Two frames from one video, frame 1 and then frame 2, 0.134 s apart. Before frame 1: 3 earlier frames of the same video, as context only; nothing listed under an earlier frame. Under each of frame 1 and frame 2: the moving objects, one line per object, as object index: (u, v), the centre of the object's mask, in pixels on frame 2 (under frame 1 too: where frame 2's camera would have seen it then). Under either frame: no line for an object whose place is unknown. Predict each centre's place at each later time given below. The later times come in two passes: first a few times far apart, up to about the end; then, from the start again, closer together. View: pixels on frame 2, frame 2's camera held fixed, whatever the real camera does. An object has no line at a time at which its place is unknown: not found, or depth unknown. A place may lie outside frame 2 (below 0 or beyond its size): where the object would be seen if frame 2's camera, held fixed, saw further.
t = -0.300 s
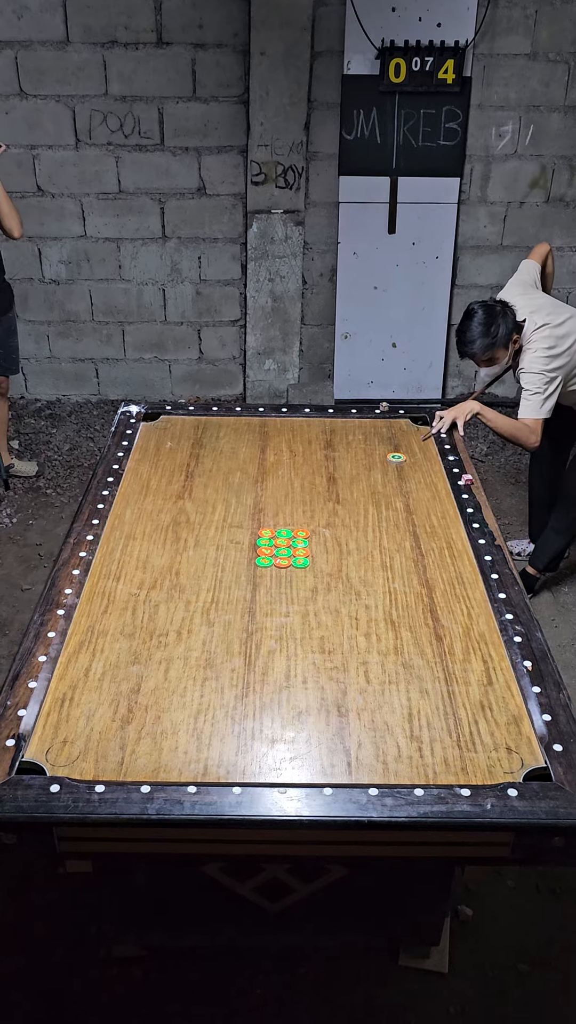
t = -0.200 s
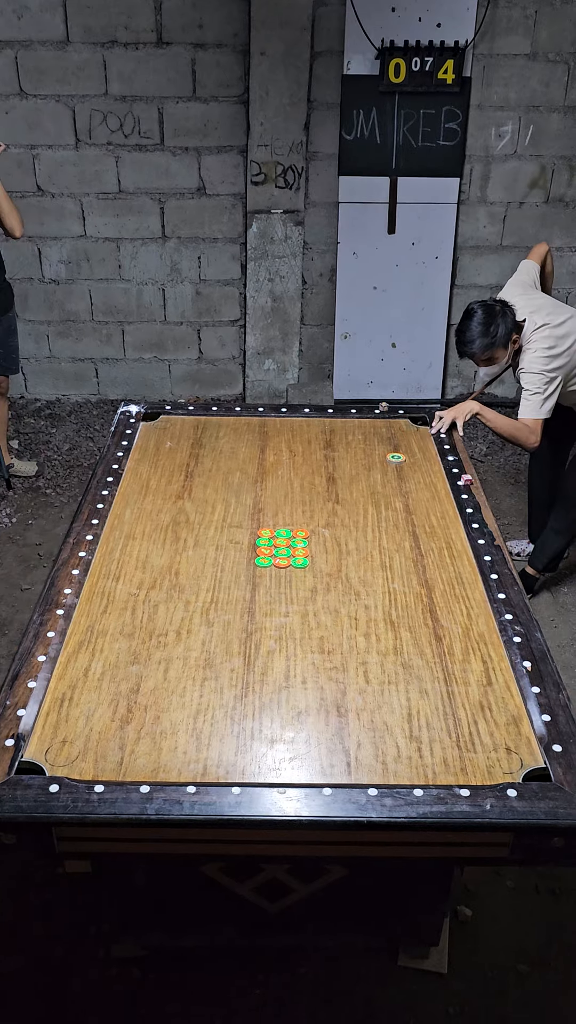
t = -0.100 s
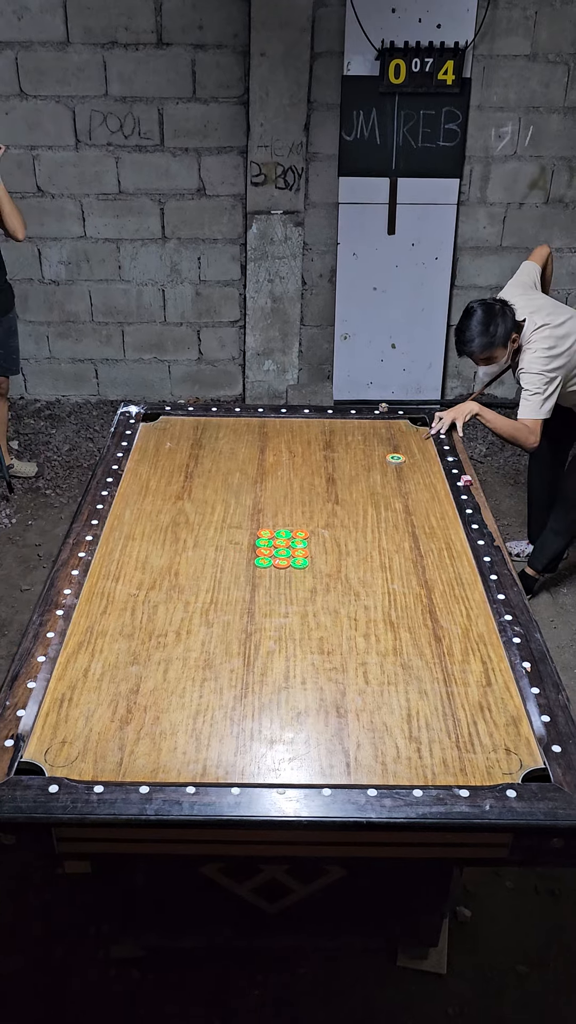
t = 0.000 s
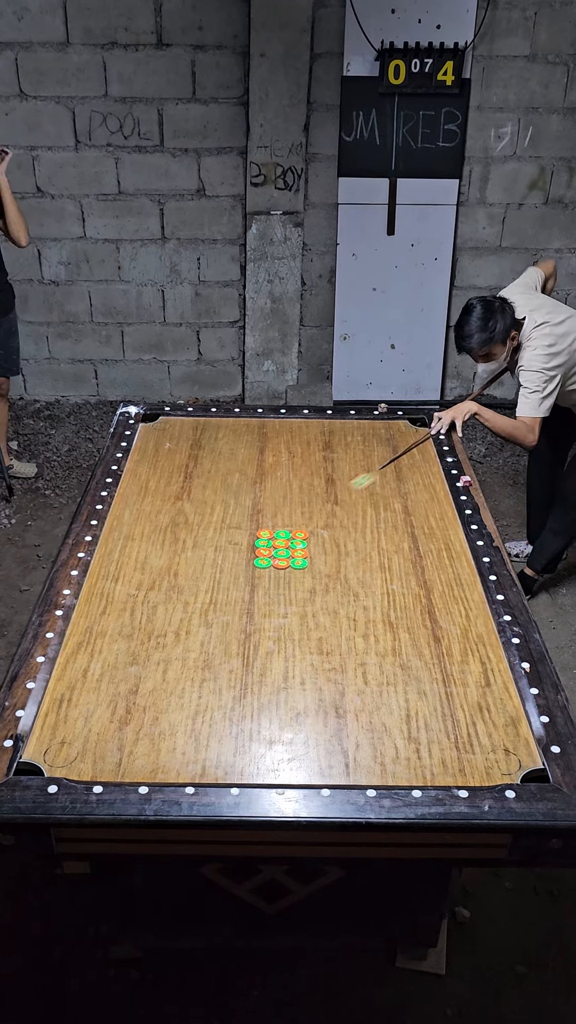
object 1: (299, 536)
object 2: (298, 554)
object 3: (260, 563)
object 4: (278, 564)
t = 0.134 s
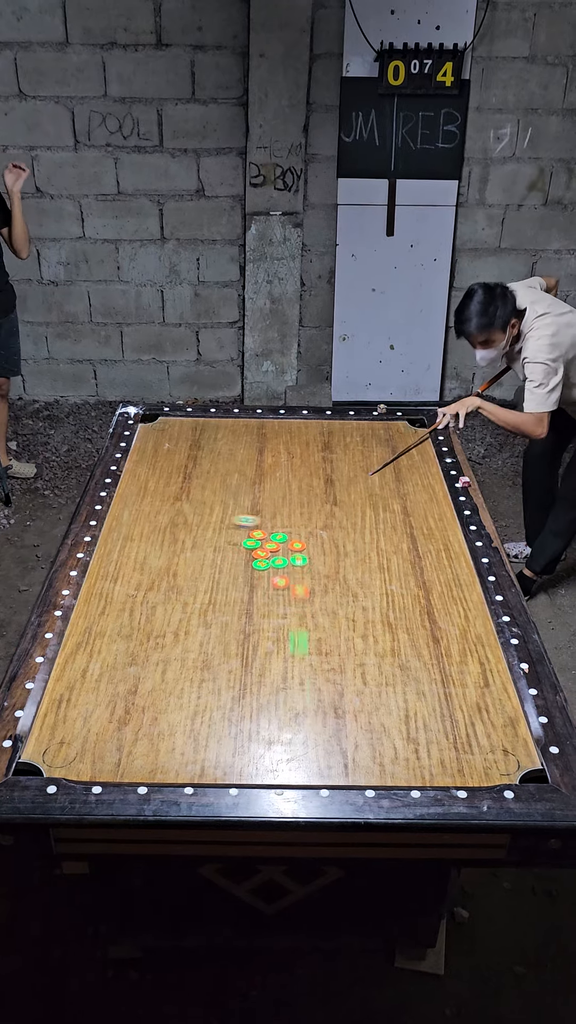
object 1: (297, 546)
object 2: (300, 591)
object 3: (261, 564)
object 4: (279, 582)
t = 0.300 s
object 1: (294, 568)
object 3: (251, 573)
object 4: (280, 640)
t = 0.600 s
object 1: (262, 565)
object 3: (250, 574)
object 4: (314, 736)
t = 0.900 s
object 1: (261, 564)
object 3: (250, 575)
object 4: (409, 774)
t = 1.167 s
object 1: (264, 565)
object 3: (250, 574)
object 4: (444, 756)
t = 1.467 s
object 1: (286, 569)
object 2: (166, 468)
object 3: (250, 575)
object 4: (452, 752)
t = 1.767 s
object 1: (286, 569)
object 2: (139, 454)
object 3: (250, 575)
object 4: (452, 752)
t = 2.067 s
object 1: (286, 569)
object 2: (144, 450)
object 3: (250, 574)
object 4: (452, 752)
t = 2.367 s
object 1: (286, 569)
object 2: (144, 450)
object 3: (250, 575)
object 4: (452, 752)
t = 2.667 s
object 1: (286, 569)
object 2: (145, 451)
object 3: (250, 575)
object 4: (452, 751)
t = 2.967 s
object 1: (286, 569)
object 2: (144, 450)
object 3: (250, 574)
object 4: (452, 751)
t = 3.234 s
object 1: (286, 569)
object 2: (144, 450)
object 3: (250, 575)
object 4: (452, 752)
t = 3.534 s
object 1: (287, 569)
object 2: (144, 450)
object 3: (250, 575)
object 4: (452, 751)
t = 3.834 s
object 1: (286, 569)
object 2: (144, 450)
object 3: (250, 575)
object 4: (452, 751)
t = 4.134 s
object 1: (286, 569)
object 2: (144, 450)
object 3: (250, 575)
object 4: (452, 751)
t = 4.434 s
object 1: (286, 569)
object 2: (144, 450)
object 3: (250, 575)
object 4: (452, 752)
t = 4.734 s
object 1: (286, 569)
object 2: (144, 450)
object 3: (250, 575)
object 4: (452, 752)
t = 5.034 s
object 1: (286, 569)
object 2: (144, 450)
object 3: (250, 575)
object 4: (452, 751)
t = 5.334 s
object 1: (286, 569)
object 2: (144, 450)
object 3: (250, 575)
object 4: (452, 752)
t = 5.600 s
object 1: (286, 569)
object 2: (144, 450)
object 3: (250, 575)
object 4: (452, 752)
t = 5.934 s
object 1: (287, 569)
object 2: (144, 450)
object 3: (250, 575)
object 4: (452, 751)
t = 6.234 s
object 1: (287, 569)
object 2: (144, 450)
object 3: (250, 575)
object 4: (452, 752)
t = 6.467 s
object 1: (286, 569)
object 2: (144, 450)
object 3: (250, 575)
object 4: (452, 752)
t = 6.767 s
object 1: (286, 569)
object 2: (144, 450)
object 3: (250, 575)
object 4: (452, 752)
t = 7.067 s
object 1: (286, 569)
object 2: (144, 450)
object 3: (250, 575)
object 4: (452, 752)
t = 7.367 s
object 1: (286, 569)
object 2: (144, 450)
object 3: (250, 575)
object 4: (452, 752)
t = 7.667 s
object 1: (286, 569)
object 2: (145, 450)
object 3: (250, 575)
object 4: (452, 752)
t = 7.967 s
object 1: (287, 569)
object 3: (250, 575)
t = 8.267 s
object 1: (286, 569)
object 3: (250, 575)
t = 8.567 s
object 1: (286, 569)
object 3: (250, 575)
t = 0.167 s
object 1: (297, 551)
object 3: (259, 566)
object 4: (279, 593)
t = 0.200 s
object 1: (296, 555)
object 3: (256, 568)
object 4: (280, 605)
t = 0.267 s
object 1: (294, 564)
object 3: (253, 572)
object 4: (280, 628)
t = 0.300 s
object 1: (294, 568)
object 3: (251, 573)
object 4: (280, 640)
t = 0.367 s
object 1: (292, 576)
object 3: (250, 574)
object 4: (281, 664)
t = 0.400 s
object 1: (290, 579)
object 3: (250, 574)
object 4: (281, 675)
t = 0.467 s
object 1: (279, 574)
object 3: (250, 574)
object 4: (282, 701)
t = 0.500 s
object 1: (274, 571)
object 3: (250, 574)
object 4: (283, 715)
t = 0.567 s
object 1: (266, 567)
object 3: (249, 574)
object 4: (302, 731)
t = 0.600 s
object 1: (262, 565)
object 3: (250, 574)
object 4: (314, 736)
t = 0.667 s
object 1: (260, 564)
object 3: (250, 574)
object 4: (338, 749)
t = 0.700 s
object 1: (260, 564)
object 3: (250, 575)
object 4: (351, 755)
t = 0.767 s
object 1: (261, 564)
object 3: (250, 574)
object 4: (374, 768)
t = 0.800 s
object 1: (260, 564)
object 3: (250, 574)
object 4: (385, 773)
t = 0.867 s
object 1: (261, 564)
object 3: (250, 575)
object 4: (403, 776)
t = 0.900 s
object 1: (261, 564)
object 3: (250, 575)
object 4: (409, 774)
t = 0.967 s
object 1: (261, 564)
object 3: (250, 574)
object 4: (421, 768)
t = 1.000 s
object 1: (261, 564)
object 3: (250, 575)
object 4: (425, 766)
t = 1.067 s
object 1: (261, 564)
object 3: (250, 575)
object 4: (434, 761)
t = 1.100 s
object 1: (261, 564)
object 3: (250, 575)
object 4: (438, 759)
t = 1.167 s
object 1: (264, 565)
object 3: (250, 574)
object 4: (444, 756)
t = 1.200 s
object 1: (267, 566)
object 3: (250, 574)
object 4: (447, 754)
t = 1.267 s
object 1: (275, 567)
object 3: (250, 574)
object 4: (450, 753)
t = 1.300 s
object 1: (278, 567)
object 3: (250, 574)
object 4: (451, 752)
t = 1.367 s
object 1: (282, 568)
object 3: (250, 575)
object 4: (451, 752)
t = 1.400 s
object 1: (284, 569)
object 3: (250, 575)
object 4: (451, 752)
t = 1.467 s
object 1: (286, 569)
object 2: (166, 468)
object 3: (250, 575)
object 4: (452, 752)
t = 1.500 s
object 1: (286, 569)
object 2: (162, 466)
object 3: (250, 575)
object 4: (452, 752)
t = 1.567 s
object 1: (286, 569)
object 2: (155, 463)
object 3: (250, 574)
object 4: (452, 752)
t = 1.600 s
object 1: (286, 569)
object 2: (151, 461)
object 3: (250, 574)
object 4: (452, 752)
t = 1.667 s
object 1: (286, 569)
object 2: (146, 458)
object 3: (250, 574)
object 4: (452, 751)
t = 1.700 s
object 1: (286, 569)
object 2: (143, 457)
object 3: (250, 575)
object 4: (452, 751)
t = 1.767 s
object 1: (286, 569)
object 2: (139, 454)
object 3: (250, 575)
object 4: (452, 752)
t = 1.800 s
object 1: (286, 569)
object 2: (137, 453)
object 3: (250, 575)
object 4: (452, 751)
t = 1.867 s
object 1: (287, 569)
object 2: (140, 452)
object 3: (250, 575)
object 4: (452, 752)
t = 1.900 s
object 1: (287, 569)
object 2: (141, 451)
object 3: (250, 575)
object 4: (452, 752)
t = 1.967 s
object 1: (286, 569)
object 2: (143, 451)
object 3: (250, 575)
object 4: (452, 752)
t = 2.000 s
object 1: (286, 569)
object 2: (144, 450)
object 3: (250, 575)
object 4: (452, 752)
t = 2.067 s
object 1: (286, 569)
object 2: (144, 450)
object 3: (250, 574)
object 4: (452, 752)
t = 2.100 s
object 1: (286, 569)
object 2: (144, 450)
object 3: (250, 575)
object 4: (452, 752)
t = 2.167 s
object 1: (286, 569)
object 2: (144, 450)
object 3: (250, 574)
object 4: (452, 752)
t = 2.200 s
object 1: (286, 569)
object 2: (144, 450)
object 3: (250, 574)
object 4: (452, 752)
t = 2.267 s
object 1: (286, 569)
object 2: (144, 450)
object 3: (250, 575)
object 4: (452, 752)
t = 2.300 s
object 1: (286, 569)
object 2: (144, 450)
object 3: (250, 575)
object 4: (452, 752)
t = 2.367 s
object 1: (286, 569)
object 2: (144, 450)
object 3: (250, 575)
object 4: (452, 752)
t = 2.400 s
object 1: (286, 569)
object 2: (145, 450)
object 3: (250, 575)
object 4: (452, 751)
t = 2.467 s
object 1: (286, 569)
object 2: (144, 450)
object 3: (250, 575)
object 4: (452, 752)
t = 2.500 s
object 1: (286, 569)
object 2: (144, 450)
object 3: (250, 574)
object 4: (452, 751)
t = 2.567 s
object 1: (286, 569)
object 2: (145, 450)
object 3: (250, 575)
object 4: (452, 751)
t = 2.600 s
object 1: (286, 569)
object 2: (145, 450)
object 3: (250, 575)
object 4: (452, 751)
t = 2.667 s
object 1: (286, 569)
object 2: (145, 451)
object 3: (250, 575)
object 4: (452, 751)
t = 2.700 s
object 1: (286, 569)
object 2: (144, 451)
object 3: (250, 574)
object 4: (452, 751)
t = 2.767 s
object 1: (286, 569)
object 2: (145, 450)
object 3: (250, 574)
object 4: (452, 752)
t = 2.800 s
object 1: (286, 569)
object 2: (144, 450)
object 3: (250, 574)
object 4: (452, 752)
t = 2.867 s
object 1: (286, 569)
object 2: (144, 450)
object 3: (250, 575)
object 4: (452, 752)
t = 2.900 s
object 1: (286, 569)
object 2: (144, 450)
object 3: (250, 575)
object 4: (452, 752)
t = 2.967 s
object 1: (286, 569)
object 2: (144, 450)
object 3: (250, 574)
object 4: (452, 751)
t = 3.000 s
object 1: (286, 569)
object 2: (144, 450)
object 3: (250, 574)
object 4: (452, 751)
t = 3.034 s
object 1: (286, 569)
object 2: (144, 450)
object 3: (250, 574)
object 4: (452, 751)
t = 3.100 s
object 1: (286, 569)
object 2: (144, 450)
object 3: (250, 575)
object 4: (452, 751)
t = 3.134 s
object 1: (286, 569)
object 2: (144, 450)
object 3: (250, 575)
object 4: (452, 751)
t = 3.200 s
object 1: (286, 569)
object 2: (144, 450)
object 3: (250, 574)
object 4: (452, 752)
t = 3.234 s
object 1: (286, 569)
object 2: (144, 450)
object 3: (250, 575)
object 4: (452, 752)
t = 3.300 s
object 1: (286, 569)
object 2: (144, 450)
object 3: (250, 575)
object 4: (452, 751)
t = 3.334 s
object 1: (286, 569)
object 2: (144, 450)
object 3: (250, 575)
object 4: (452, 751)
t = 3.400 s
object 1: (286, 569)
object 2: (144, 450)
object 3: (250, 574)
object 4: (452, 751)
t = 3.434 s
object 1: (287, 569)
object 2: (144, 450)
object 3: (250, 575)
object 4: (452, 751)
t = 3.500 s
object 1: (286, 569)
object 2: (144, 450)
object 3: (250, 575)
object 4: (452, 751)
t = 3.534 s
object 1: (287, 569)
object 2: (144, 450)
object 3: (250, 575)
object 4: (452, 751)
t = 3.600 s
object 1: (286, 569)
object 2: (144, 450)
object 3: (250, 575)
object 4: (452, 751)
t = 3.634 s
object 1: (286, 569)
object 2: (144, 450)
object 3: (250, 575)
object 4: (452, 751)
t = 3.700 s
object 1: (286, 569)
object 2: (144, 450)
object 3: (250, 575)
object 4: (452, 751)
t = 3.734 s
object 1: (286, 569)
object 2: (144, 450)
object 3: (250, 575)
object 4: (452, 751)
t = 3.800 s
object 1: (286, 569)
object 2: (144, 450)
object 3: (250, 574)
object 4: (452, 751)
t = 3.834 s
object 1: (286, 569)
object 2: (144, 450)
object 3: (250, 575)
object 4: (452, 751)
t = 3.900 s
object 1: (286, 569)
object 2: (144, 450)
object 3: (250, 575)
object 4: (452, 751)
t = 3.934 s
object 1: (286, 569)
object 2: (144, 450)
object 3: (250, 575)
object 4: (452, 751)
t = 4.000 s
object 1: (286, 569)
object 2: (144, 450)
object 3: (250, 575)
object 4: (452, 751)
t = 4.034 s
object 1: (286, 569)
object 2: (144, 450)
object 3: (250, 575)
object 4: (452, 751)
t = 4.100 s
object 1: (286, 569)
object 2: (144, 450)
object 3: (250, 575)
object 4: (452, 751)
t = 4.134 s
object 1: (286, 569)
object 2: (144, 450)
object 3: (250, 575)
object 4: (452, 751)
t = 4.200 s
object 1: (286, 569)
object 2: (144, 450)
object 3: (250, 575)
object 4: (452, 752)
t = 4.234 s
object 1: (286, 569)
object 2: (144, 450)
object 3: (250, 575)
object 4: (452, 752)
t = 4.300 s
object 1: (286, 569)
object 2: (144, 450)
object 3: (250, 575)
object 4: (452, 752)
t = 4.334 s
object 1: (286, 569)
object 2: (144, 450)
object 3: (250, 575)
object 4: (452, 752)
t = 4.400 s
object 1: (286, 569)
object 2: (144, 450)
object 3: (250, 575)
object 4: (452, 752)
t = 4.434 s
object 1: (286, 569)
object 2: (144, 450)
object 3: (250, 575)
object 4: (452, 752)
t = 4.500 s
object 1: (286, 569)
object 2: (144, 450)
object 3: (250, 575)
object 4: (452, 752)
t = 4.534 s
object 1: (286, 569)
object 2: (144, 450)
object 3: (250, 575)
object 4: (452, 752)
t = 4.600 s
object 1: (286, 569)
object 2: (144, 450)
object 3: (250, 575)
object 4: (452, 752)
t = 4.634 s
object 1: (286, 569)
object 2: (144, 450)
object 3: (250, 575)
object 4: (452, 752)
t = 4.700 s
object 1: (286, 569)
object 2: (144, 450)
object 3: (250, 575)
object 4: (452, 752)
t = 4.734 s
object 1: (286, 569)
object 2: (144, 450)
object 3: (250, 575)
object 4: (452, 752)
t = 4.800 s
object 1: (286, 569)
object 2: (144, 450)
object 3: (250, 575)
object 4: (452, 752)
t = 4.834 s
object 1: (286, 569)
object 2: (144, 450)
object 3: (250, 575)
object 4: (452, 752)
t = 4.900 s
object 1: (286, 569)
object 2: (144, 450)
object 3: (250, 575)
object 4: (452, 752)
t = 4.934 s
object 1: (286, 569)
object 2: (144, 450)
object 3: (250, 575)
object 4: (452, 751)
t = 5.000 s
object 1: (286, 569)
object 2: (144, 450)
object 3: (250, 575)
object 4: (452, 751)
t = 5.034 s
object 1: (286, 569)
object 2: (144, 450)
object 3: (250, 575)
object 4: (452, 751)
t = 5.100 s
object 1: (286, 569)
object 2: (144, 450)
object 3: (250, 575)
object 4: (452, 752)
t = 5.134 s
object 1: (286, 569)
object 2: (144, 450)
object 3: (250, 575)
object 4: (452, 752)
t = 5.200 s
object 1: (286, 569)
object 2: (144, 450)
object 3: (250, 575)
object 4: (452, 752)
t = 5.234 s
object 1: (286, 569)
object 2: (144, 450)
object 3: (250, 575)
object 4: (452, 752)
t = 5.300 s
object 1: (286, 569)
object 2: (144, 450)
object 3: (250, 575)
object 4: (452, 752)
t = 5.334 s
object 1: (286, 569)
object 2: (144, 450)
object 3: (250, 575)
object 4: (452, 752)
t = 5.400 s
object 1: (286, 569)
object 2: (144, 450)
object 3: (250, 575)
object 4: (452, 752)
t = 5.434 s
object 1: (286, 569)
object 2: (144, 450)
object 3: (250, 575)
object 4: (452, 752)
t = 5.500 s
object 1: (286, 569)
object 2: (144, 450)
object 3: (250, 575)
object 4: (452, 752)
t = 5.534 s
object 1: (286, 569)
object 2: (144, 450)
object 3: (250, 575)
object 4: (452, 752)
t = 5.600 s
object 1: (286, 569)
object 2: (144, 450)
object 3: (250, 575)
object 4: (452, 752)
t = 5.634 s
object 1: (286, 569)
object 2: (144, 450)
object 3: (250, 575)
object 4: (452, 752)
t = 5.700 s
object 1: (287, 569)
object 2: (144, 450)
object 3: (250, 575)
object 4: (452, 752)
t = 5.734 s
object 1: (287, 569)
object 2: (144, 450)
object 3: (250, 575)
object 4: (452, 752)
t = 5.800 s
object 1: (287, 569)
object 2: (144, 450)
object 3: (250, 574)
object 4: (452, 751)
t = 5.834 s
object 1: (287, 569)
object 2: (144, 450)
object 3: (250, 575)
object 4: (452, 752)
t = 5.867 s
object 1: (287, 569)
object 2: (144, 450)
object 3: (250, 575)
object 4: (452, 752)
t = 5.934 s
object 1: (287, 569)
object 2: (144, 450)
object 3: (250, 575)
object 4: (452, 751)
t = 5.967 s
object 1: (287, 569)
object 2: (144, 450)
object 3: (250, 574)
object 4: (452, 752)
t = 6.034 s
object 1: (287, 569)
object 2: (144, 450)
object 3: (250, 575)
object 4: (452, 752)
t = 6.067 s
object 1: (287, 569)
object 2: (144, 450)
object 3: (250, 575)
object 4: (452, 752)
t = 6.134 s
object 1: (287, 569)
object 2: (144, 450)
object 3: (250, 575)
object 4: (452, 752)
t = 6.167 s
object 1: (287, 569)
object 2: (144, 450)
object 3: (250, 575)
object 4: (452, 752)
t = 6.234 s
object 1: (287, 569)
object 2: (144, 450)
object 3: (250, 575)
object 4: (452, 752)
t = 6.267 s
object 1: (286, 569)
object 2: (144, 450)
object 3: (250, 575)
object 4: (452, 752)
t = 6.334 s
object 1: (286, 569)
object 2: (144, 450)
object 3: (250, 575)
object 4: (452, 752)
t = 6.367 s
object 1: (286, 569)
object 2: (144, 450)
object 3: (250, 575)
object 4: (452, 752)
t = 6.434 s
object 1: (286, 569)
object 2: (144, 450)
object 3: (250, 575)
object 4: (452, 752)
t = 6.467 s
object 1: (286, 569)
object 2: (144, 450)
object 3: (250, 575)
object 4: (452, 752)
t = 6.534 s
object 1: (286, 569)
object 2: (144, 450)
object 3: (250, 575)
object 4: (452, 752)
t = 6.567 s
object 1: (286, 569)
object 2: (144, 450)
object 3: (250, 575)
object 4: (452, 752)
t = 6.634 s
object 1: (286, 569)
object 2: (144, 450)
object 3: (250, 575)
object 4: (452, 752)
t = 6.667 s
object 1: (286, 569)
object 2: (144, 450)
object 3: (250, 575)
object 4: (452, 752)
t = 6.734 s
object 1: (286, 569)
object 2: (144, 450)
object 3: (250, 575)
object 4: (452, 752)
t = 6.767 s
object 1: (286, 569)
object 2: (144, 450)
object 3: (250, 575)
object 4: (452, 752)
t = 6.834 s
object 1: (286, 569)
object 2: (144, 450)
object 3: (250, 575)
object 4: (452, 752)
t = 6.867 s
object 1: (286, 569)
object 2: (144, 450)
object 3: (250, 575)
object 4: (452, 752)
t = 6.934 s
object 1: (286, 569)
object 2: (144, 450)
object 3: (250, 575)
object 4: (452, 752)
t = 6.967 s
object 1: (286, 569)
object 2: (144, 450)
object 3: (250, 575)
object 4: (452, 752)
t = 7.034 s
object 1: (286, 569)
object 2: (144, 450)
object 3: (250, 575)
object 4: (452, 752)
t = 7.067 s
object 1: (286, 569)
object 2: (144, 450)
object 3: (250, 575)
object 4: (452, 752)
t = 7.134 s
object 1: (286, 569)
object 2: (144, 450)
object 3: (250, 575)
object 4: (452, 752)
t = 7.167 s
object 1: (286, 569)
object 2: (144, 450)
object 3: (250, 575)
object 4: (452, 752)
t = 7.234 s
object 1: (286, 569)
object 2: (144, 450)
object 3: (250, 575)
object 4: (452, 752)
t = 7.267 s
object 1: (286, 569)
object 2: (144, 450)
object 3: (250, 575)
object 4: (452, 752)
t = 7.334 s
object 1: (286, 569)
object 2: (144, 450)
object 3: (250, 575)
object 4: (452, 752)
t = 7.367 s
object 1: (286, 569)
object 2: (144, 450)
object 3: (250, 575)
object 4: (452, 752)
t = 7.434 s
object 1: (286, 569)
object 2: (144, 450)
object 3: (250, 575)
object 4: (452, 752)
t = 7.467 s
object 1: (286, 569)
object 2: (144, 450)
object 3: (250, 575)
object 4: (452, 752)
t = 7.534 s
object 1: (286, 569)
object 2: (144, 450)
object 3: (250, 575)
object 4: (452, 752)
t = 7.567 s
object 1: (286, 569)
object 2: (144, 450)
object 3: (250, 575)
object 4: (452, 752)
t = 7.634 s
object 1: (286, 569)
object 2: (144, 450)
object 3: (250, 575)
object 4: (452, 752)
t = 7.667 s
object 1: (286, 569)
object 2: (145, 450)
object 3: (250, 575)
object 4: (452, 752)
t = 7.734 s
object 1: (286, 569)
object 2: (144, 450)
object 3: (250, 575)
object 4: (452, 752)
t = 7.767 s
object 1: (286, 569)
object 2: (144, 450)
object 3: (250, 575)
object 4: (452, 752)
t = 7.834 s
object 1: (286, 569)
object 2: (144, 450)
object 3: (250, 574)
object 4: (452, 752)
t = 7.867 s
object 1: (286, 569)
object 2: (144, 450)
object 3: (250, 575)
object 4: (452, 752)
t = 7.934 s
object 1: (287, 569)
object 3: (250, 575)
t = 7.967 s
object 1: (287, 569)
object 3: (250, 575)
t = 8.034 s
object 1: (286, 569)
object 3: (250, 575)
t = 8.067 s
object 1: (286, 569)
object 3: (250, 574)
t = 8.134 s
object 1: (286, 569)
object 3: (250, 575)
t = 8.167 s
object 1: (286, 569)
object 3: (250, 575)
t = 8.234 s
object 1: (286, 568)
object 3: (250, 575)
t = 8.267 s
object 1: (286, 569)
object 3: (250, 575)
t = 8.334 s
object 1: (286, 569)
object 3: (250, 575)
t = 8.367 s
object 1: (287, 569)
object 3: (250, 575)
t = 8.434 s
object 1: (287, 568)
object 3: (250, 575)
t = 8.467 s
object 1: (287, 568)
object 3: (250, 575)
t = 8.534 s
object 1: (286, 569)
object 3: (250, 575)
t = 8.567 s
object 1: (286, 569)
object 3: (250, 575)
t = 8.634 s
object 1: (286, 569)
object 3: (250, 575)
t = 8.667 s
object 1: (286, 568)
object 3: (250, 575)
